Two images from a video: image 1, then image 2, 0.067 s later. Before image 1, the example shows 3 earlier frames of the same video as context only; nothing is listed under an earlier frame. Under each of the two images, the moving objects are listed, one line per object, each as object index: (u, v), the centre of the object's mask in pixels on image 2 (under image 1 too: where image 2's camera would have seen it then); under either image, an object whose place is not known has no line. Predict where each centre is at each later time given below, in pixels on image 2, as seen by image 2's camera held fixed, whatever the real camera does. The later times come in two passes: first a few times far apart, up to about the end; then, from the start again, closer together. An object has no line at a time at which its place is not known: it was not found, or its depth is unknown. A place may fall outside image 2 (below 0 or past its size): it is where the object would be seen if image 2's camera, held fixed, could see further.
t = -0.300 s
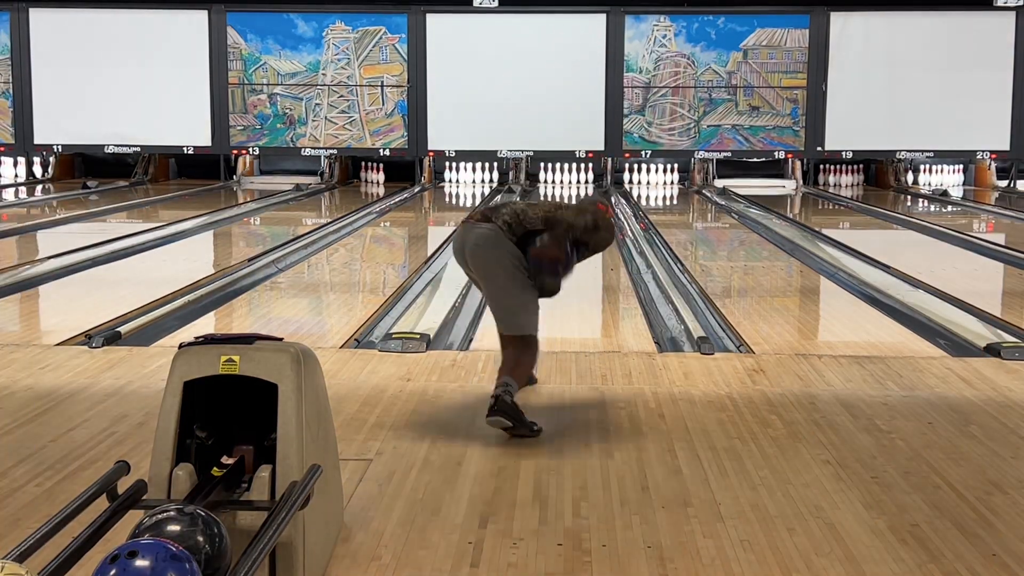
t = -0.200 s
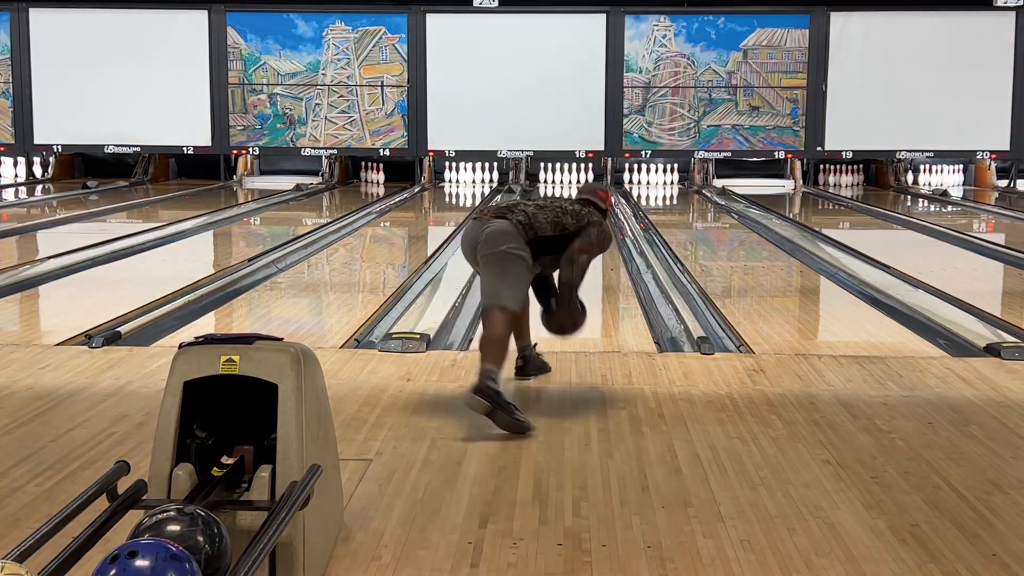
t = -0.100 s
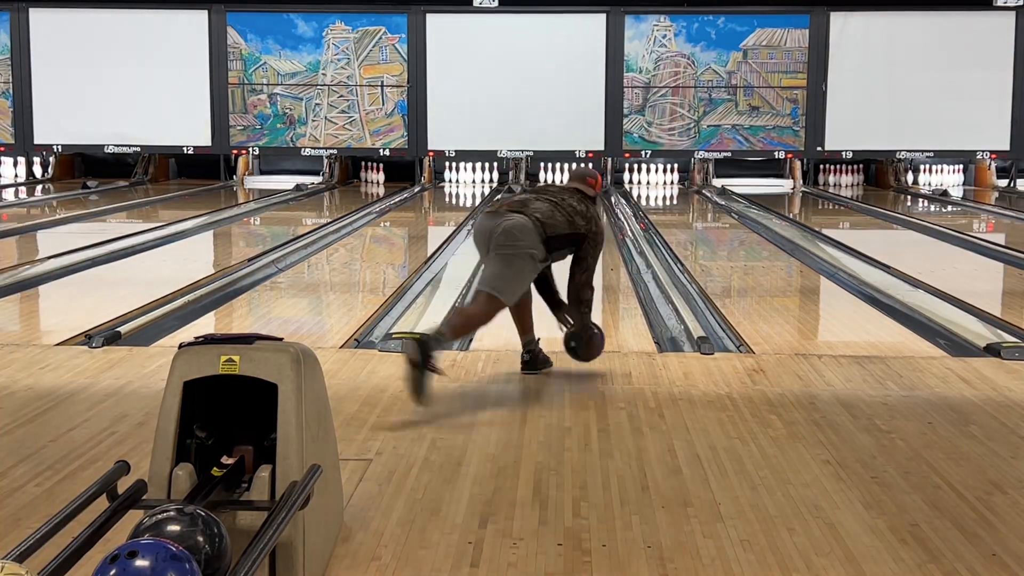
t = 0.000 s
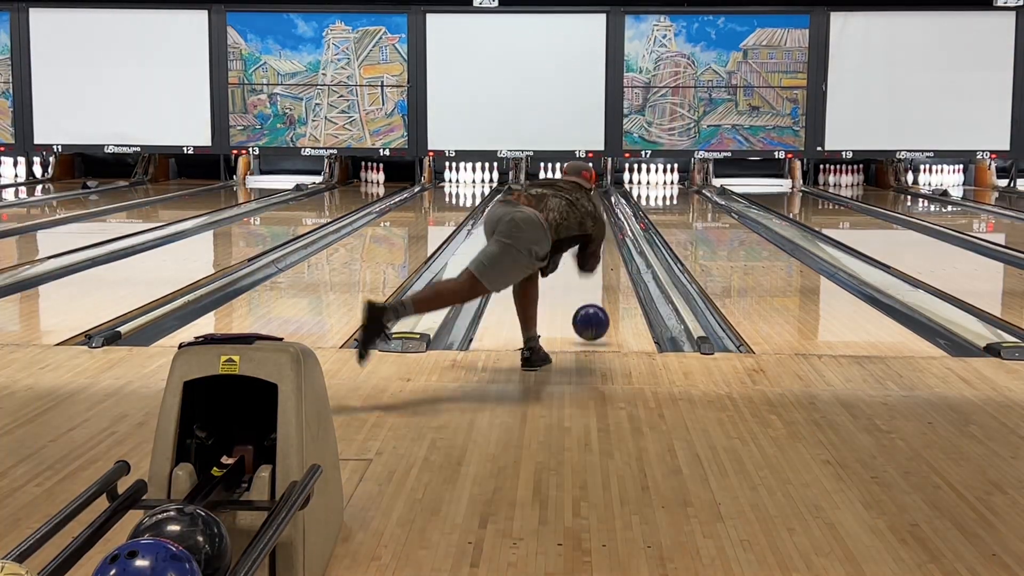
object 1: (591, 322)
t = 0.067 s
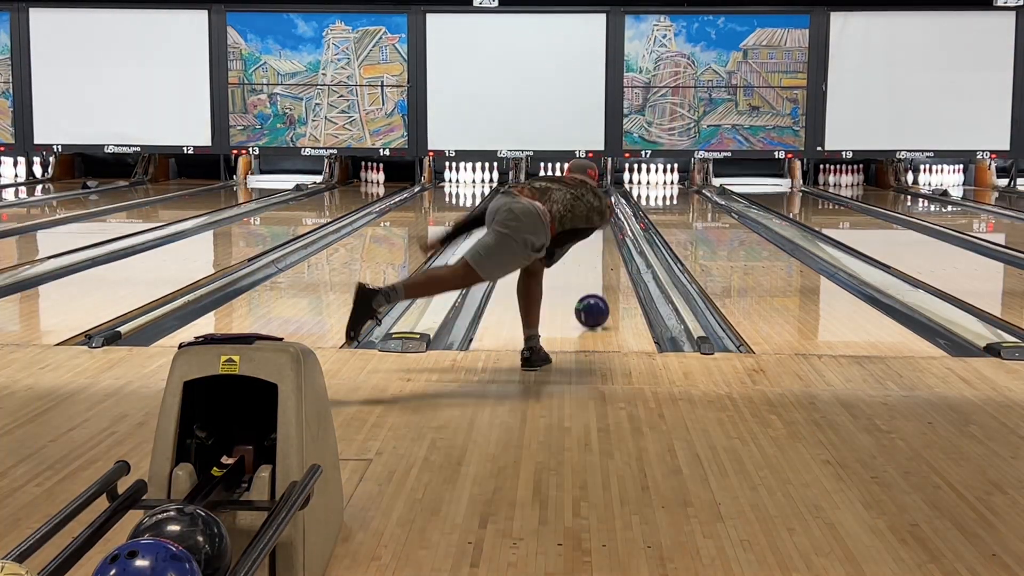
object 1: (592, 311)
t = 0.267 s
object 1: (595, 278)
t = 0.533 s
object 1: (596, 249)
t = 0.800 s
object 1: (597, 228)
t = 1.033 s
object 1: (598, 216)
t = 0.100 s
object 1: (592, 305)
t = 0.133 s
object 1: (593, 299)
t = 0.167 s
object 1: (593, 294)
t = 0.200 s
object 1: (594, 288)
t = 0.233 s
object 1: (594, 283)
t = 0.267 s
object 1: (595, 278)
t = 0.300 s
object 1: (595, 274)
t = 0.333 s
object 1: (595, 270)
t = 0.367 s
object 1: (595, 266)
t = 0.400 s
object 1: (596, 262)
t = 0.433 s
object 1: (596, 259)
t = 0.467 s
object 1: (596, 255)
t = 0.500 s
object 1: (596, 252)
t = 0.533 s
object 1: (596, 249)
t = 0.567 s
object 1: (597, 246)
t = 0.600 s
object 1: (597, 243)
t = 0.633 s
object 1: (597, 240)
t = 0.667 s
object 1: (597, 237)
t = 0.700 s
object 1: (597, 235)
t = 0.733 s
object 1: (597, 233)
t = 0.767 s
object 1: (597, 230)
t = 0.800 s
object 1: (597, 228)
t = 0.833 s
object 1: (597, 226)
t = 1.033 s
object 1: (598, 216)
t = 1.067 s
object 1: (597, 214)
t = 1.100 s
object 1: (598, 213)
